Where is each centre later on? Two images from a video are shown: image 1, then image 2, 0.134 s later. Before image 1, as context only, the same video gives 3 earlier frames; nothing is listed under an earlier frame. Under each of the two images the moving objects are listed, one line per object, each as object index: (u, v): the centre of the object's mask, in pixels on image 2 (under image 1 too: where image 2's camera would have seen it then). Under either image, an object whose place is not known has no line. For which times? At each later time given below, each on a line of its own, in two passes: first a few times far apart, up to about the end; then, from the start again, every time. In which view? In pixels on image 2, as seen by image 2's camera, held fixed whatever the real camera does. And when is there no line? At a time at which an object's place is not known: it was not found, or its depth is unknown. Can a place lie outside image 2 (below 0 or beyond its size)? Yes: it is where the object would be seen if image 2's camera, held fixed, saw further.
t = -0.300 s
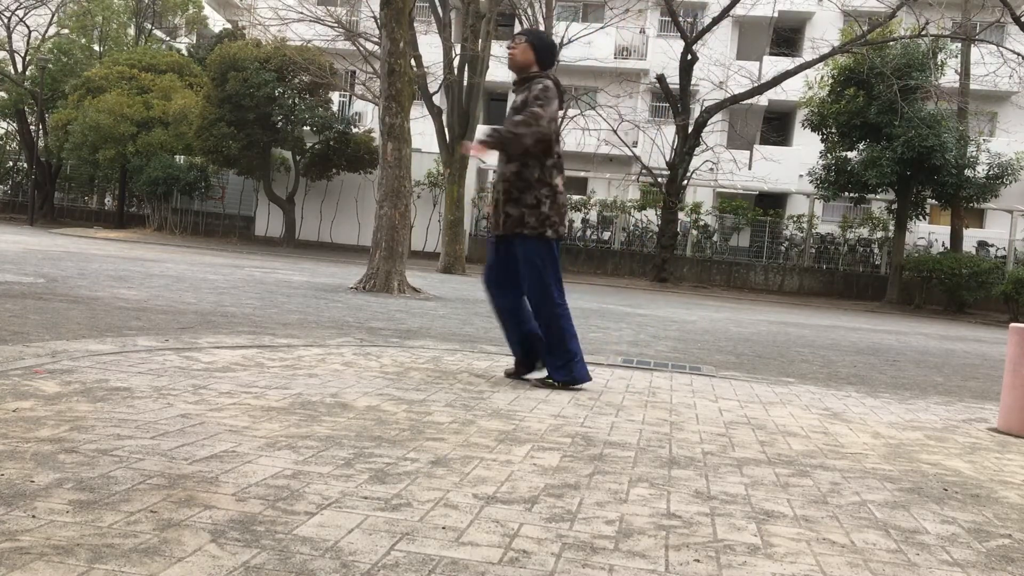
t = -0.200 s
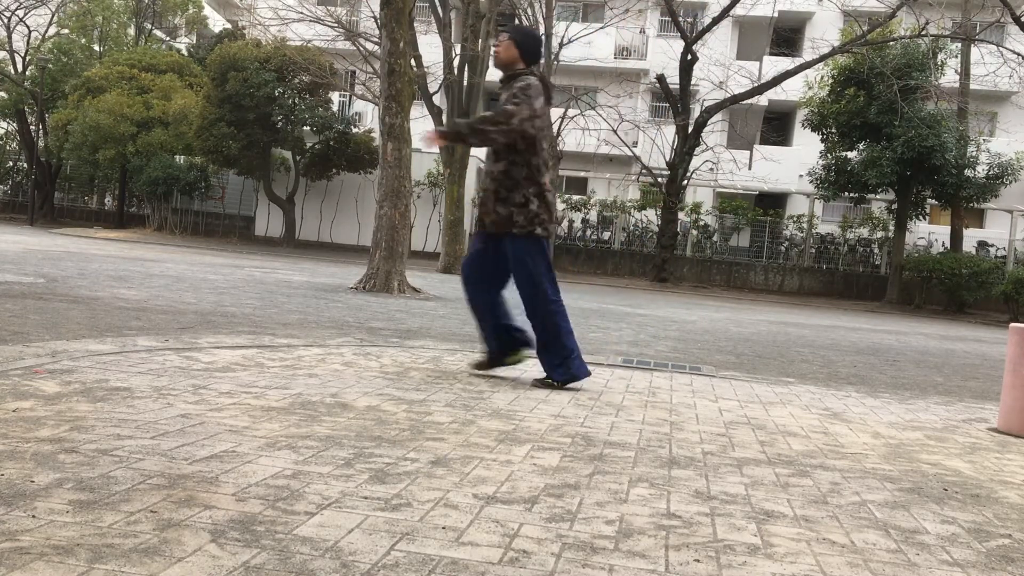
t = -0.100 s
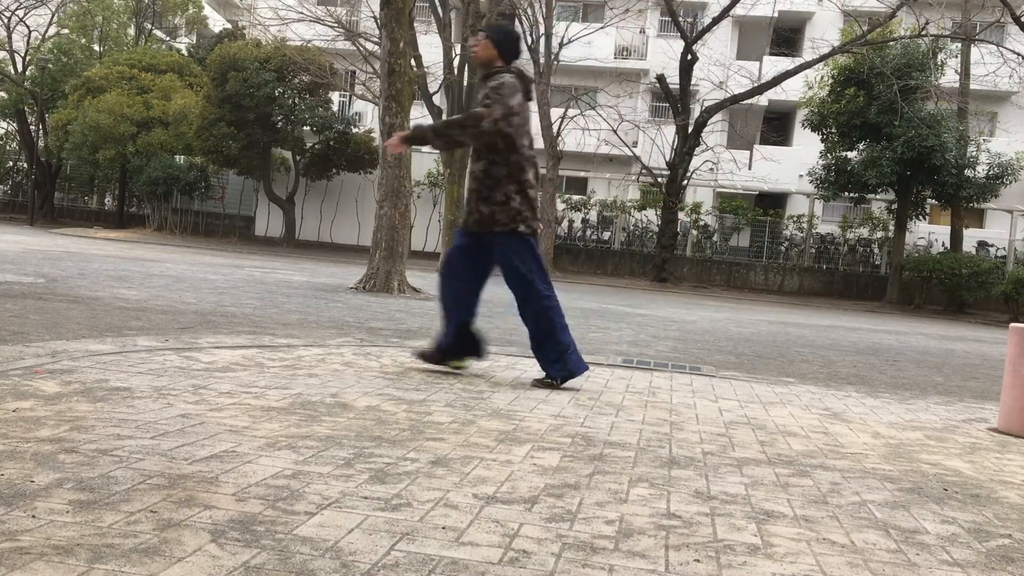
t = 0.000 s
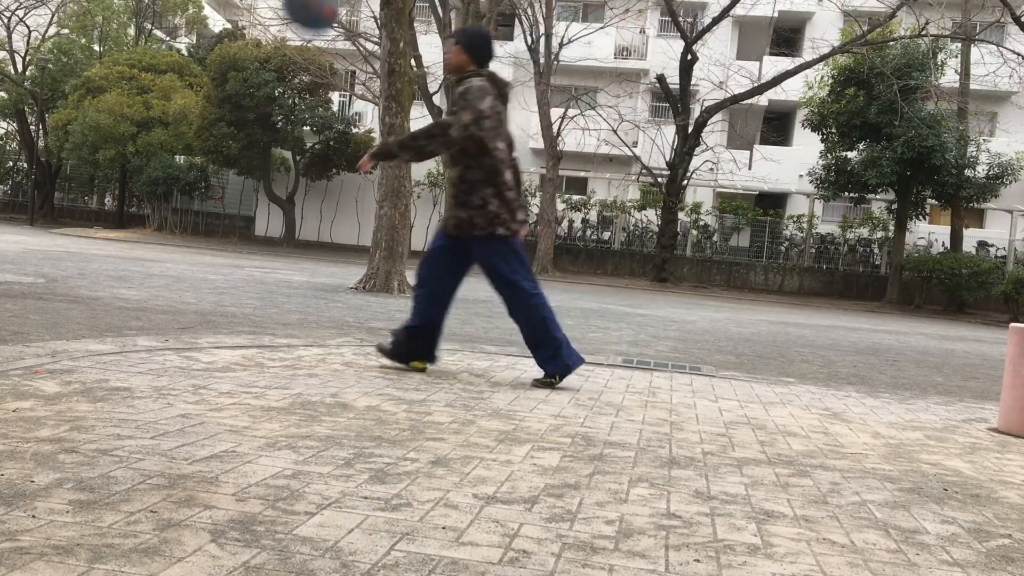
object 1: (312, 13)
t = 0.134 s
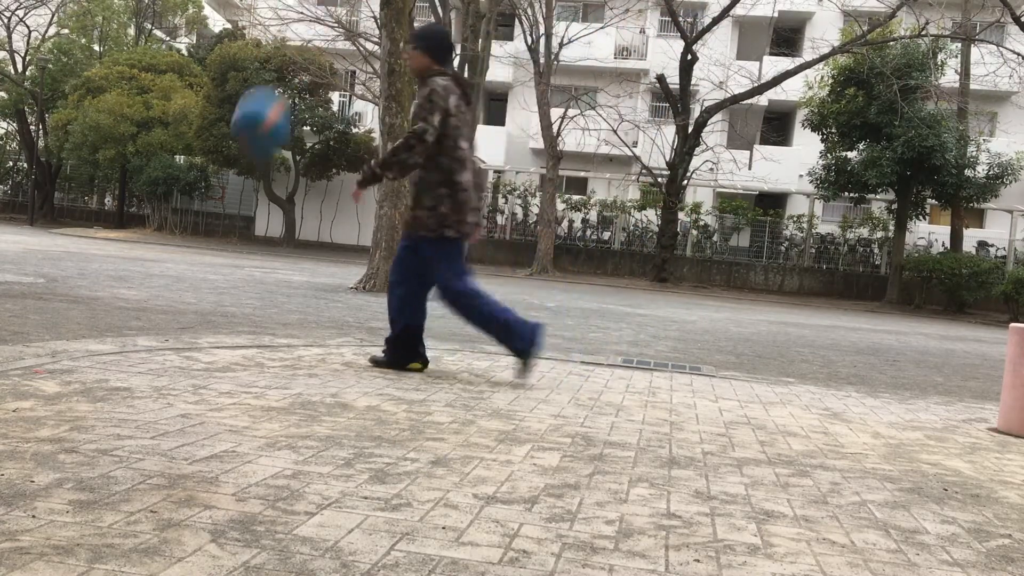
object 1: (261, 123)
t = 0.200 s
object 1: (237, 197)
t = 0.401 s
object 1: (190, 227)
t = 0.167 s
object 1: (251, 155)
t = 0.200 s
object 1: (237, 197)
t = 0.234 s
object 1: (225, 237)
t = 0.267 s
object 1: (209, 286)
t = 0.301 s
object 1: (197, 333)
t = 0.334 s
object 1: (193, 309)
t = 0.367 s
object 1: (192, 267)
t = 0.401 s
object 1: (190, 227)
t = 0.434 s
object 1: (189, 193)
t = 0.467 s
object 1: (187, 162)
